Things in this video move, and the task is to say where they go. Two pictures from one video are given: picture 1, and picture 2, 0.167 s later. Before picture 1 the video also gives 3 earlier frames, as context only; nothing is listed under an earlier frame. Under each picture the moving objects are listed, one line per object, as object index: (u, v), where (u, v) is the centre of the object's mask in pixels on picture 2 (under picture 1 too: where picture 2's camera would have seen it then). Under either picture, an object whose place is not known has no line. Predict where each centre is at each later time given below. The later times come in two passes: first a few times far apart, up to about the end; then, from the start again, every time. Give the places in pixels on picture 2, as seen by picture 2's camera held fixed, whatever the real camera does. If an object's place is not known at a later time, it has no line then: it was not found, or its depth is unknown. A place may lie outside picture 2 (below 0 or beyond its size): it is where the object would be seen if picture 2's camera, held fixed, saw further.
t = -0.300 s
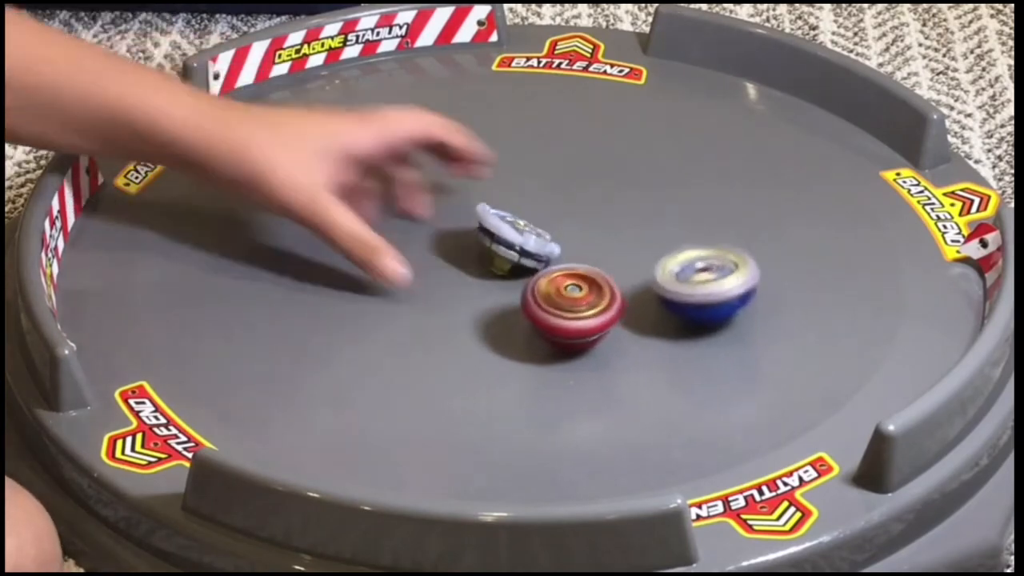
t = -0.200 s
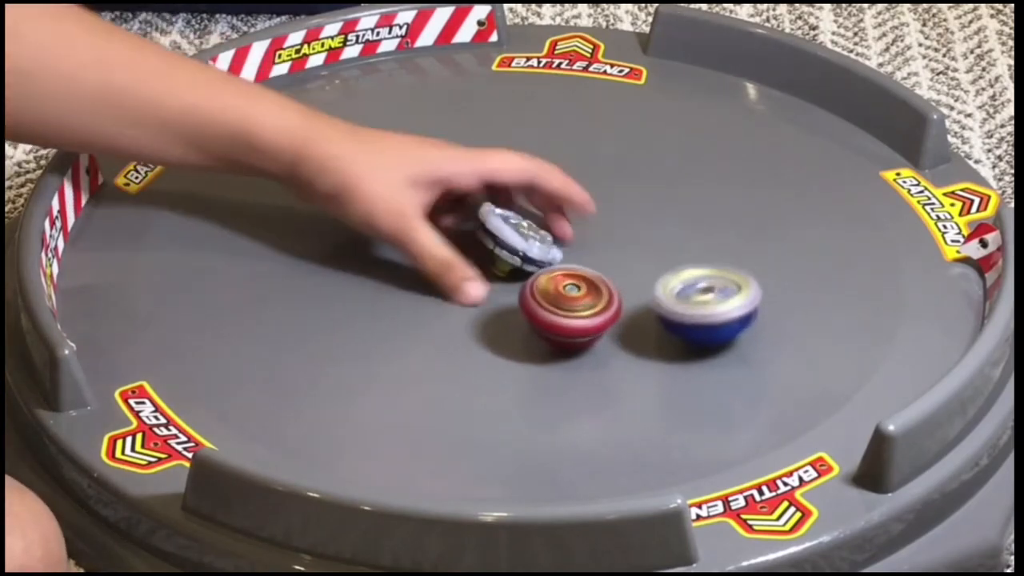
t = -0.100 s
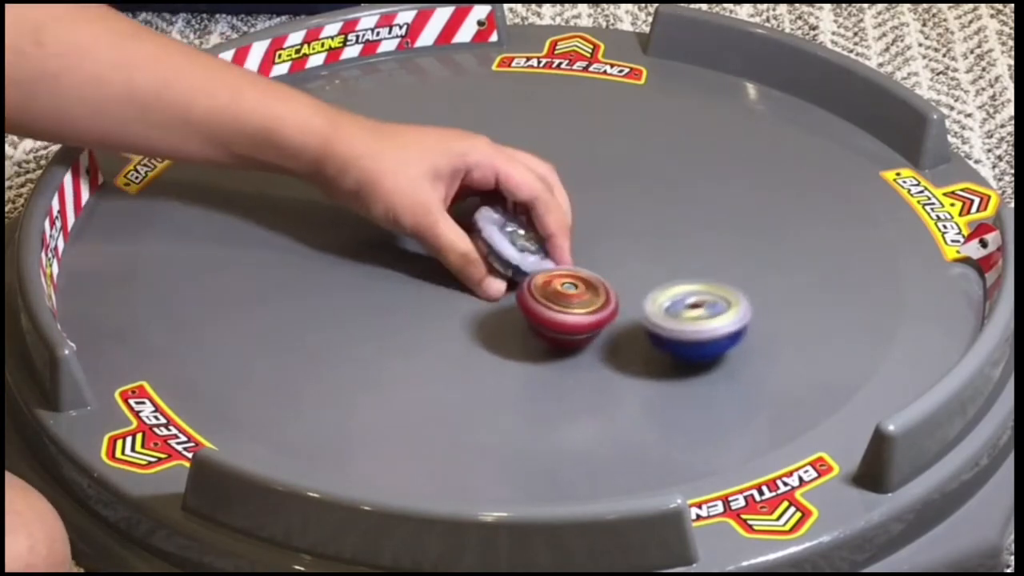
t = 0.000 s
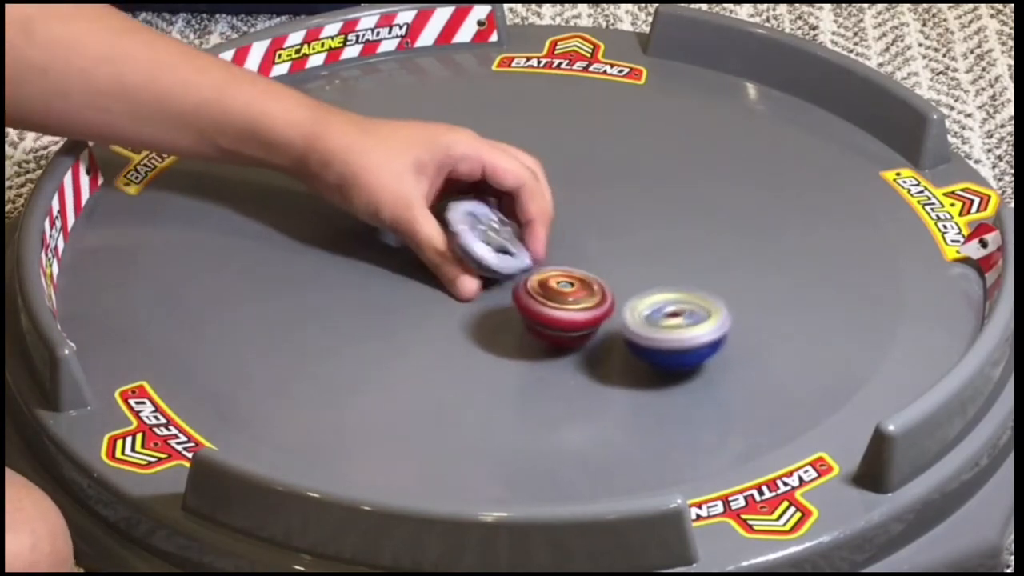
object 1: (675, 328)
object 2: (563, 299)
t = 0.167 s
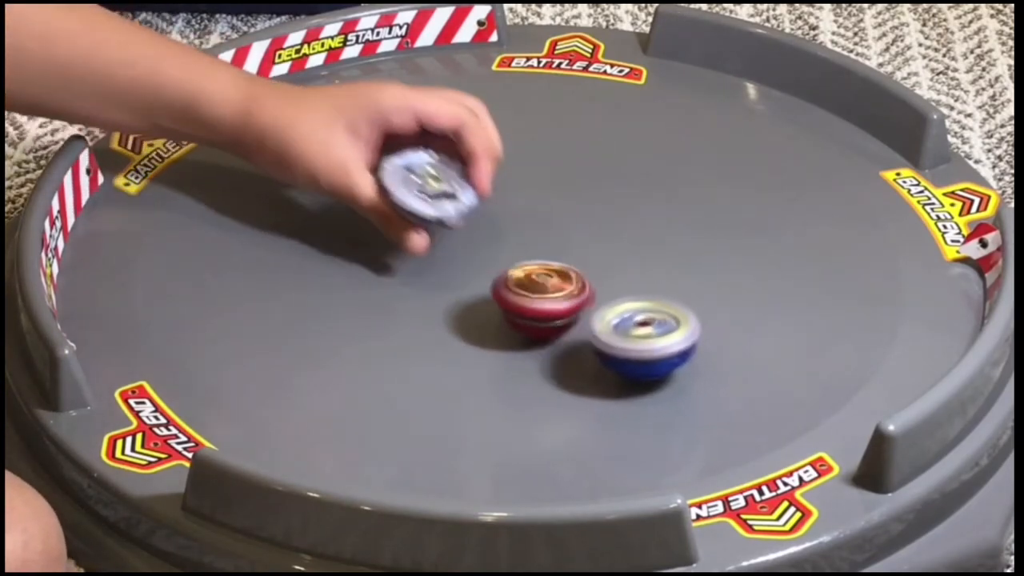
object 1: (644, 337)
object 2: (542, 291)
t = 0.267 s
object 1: (623, 338)
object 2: (525, 285)
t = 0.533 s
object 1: (554, 335)
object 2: (505, 277)
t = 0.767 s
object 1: (500, 331)
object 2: (499, 264)
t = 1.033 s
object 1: (458, 319)
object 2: (501, 258)
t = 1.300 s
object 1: (424, 309)
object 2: (510, 240)
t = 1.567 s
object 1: (405, 302)
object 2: (520, 228)
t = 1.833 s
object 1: (412, 286)
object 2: (516, 246)
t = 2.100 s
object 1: (372, 289)
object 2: (574, 237)
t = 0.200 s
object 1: (638, 337)
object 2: (536, 289)
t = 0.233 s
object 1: (631, 338)
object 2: (530, 286)
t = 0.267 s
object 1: (623, 338)
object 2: (525, 285)
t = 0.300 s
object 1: (615, 338)
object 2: (521, 284)
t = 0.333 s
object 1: (606, 337)
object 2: (516, 283)
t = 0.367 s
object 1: (598, 336)
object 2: (514, 282)
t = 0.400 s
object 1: (589, 336)
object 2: (511, 281)
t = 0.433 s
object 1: (580, 335)
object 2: (509, 281)
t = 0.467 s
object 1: (571, 335)
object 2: (507, 279)
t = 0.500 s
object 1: (563, 335)
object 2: (506, 277)
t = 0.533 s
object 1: (554, 335)
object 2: (505, 277)
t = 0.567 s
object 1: (546, 334)
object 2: (505, 275)
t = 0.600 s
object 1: (537, 335)
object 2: (505, 271)
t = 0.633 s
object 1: (529, 335)
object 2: (504, 269)
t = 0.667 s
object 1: (521, 334)
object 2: (502, 267)
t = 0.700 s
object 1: (513, 333)
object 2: (501, 266)
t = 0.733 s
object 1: (507, 332)
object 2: (500, 265)
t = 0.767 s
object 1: (500, 331)
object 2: (499, 264)
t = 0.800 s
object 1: (494, 329)
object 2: (500, 264)
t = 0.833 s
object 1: (488, 328)
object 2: (500, 263)
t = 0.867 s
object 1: (483, 326)
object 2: (501, 263)
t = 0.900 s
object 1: (477, 325)
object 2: (501, 262)
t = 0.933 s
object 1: (471, 324)
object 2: (502, 261)
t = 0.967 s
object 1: (466, 322)
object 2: (503, 260)
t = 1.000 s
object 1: (462, 321)
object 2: (502, 259)
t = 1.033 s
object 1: (458, 319)
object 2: (501, 258)
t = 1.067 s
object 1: (454, 317)
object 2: (501, 257)
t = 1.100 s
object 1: (450, 315)
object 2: (500, 256)
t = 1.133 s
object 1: (447, 312)
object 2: (499, 255)
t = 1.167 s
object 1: (445, 310)
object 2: (499, 255)
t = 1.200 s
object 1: (442, 308)
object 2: (498, 254)
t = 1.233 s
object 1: (436, 308)
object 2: (500, 251)
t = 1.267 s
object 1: (429, 309)
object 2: (506, 245)
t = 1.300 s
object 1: (424, 309)
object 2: (510, 240)
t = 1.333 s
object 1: (419, 309)
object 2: (512, 237)
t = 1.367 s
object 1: (416, 309)
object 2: (515, 234)
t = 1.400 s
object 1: (413, 308)
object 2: (518, 231)
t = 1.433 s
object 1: (410, 308)
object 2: (519, 229)
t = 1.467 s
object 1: (408, 307)
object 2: (521, 227)
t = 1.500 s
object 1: (407, 305)
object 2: (521, 226)
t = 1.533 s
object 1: (406, 305)
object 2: (520, 227)
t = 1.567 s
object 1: (405, 302)
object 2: (520, 228)
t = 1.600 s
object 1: (404, 300)
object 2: (520, 229)
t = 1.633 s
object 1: (404, 299)
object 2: (519, 231)
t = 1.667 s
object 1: (404, 298)
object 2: (520, 232)
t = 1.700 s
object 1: (405, 296)
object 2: (521, 236)
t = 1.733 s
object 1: (406, 293)
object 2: (522, 239)
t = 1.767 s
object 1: (408, 291)
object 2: (520, 239)
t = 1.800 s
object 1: (410, 288)
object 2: (519, 243)
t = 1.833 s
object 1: (412, 286)
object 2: (516, 246)
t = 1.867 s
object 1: (415, 284)
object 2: (512, 248)
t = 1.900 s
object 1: (418, 281)
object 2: (510, 251)
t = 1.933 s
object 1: (414, 281)
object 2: (514, 253)
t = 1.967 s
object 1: (400, 283)
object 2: (532, 245)
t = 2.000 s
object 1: (390, 286)
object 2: (546, 240)
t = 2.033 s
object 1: (382, 287)
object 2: (557, 238)
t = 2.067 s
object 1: (376, 288)
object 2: (566, 236)
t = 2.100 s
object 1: (372, 289)
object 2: (574, 237)
